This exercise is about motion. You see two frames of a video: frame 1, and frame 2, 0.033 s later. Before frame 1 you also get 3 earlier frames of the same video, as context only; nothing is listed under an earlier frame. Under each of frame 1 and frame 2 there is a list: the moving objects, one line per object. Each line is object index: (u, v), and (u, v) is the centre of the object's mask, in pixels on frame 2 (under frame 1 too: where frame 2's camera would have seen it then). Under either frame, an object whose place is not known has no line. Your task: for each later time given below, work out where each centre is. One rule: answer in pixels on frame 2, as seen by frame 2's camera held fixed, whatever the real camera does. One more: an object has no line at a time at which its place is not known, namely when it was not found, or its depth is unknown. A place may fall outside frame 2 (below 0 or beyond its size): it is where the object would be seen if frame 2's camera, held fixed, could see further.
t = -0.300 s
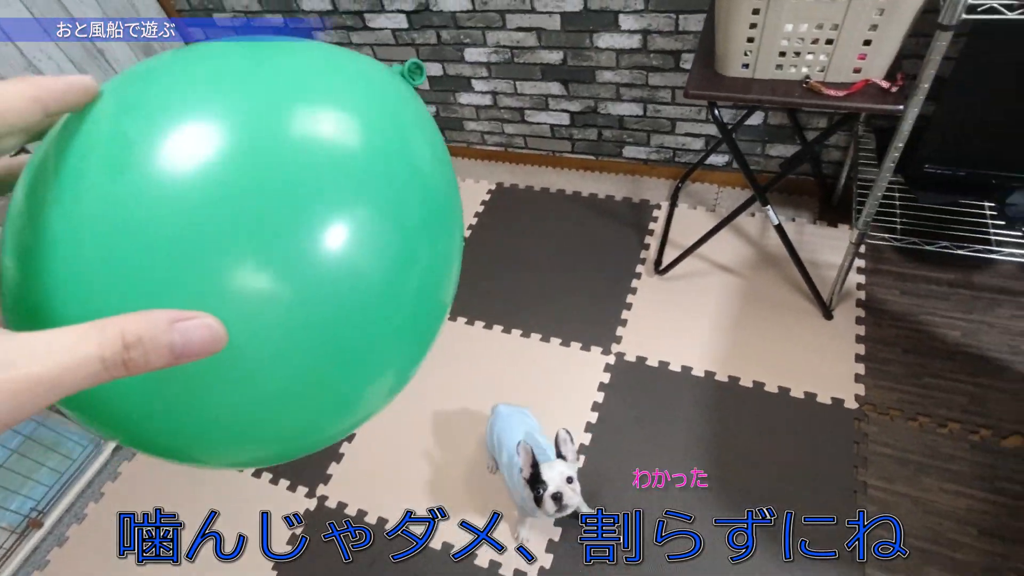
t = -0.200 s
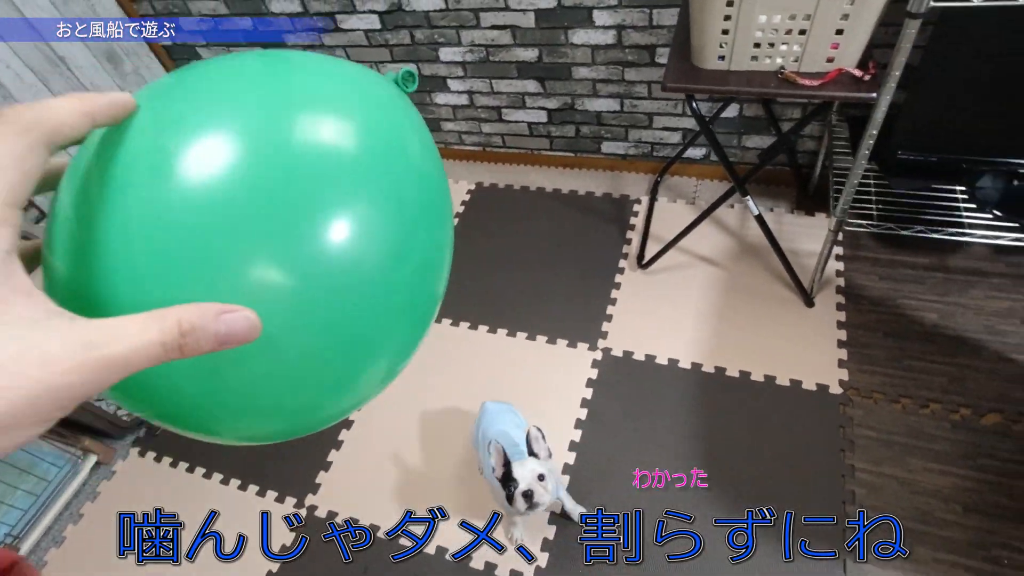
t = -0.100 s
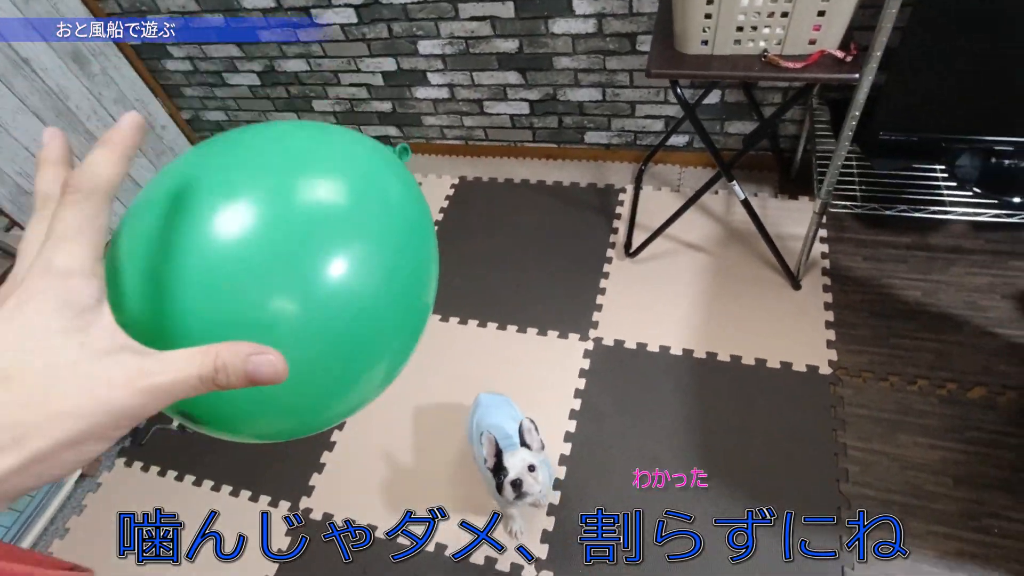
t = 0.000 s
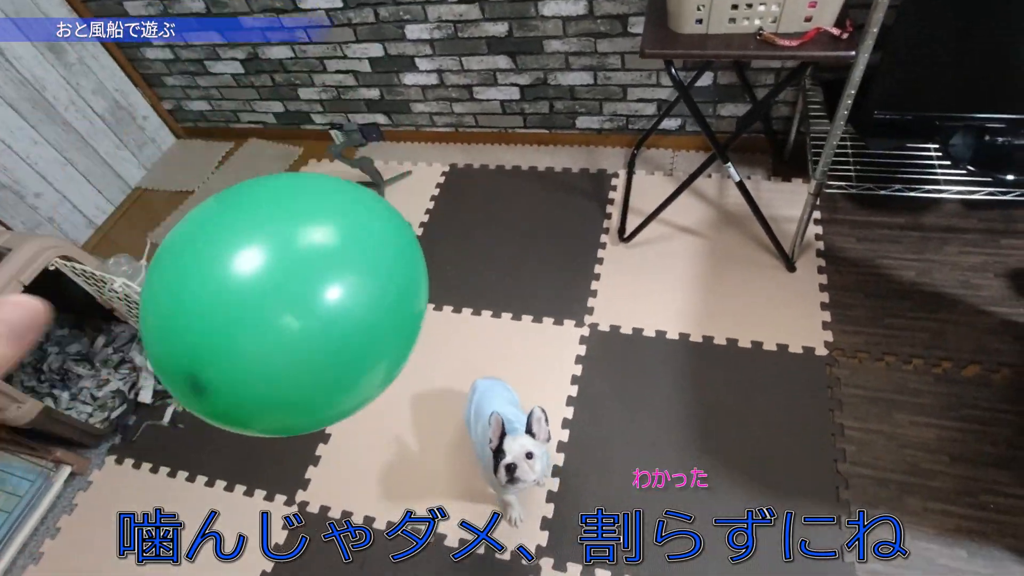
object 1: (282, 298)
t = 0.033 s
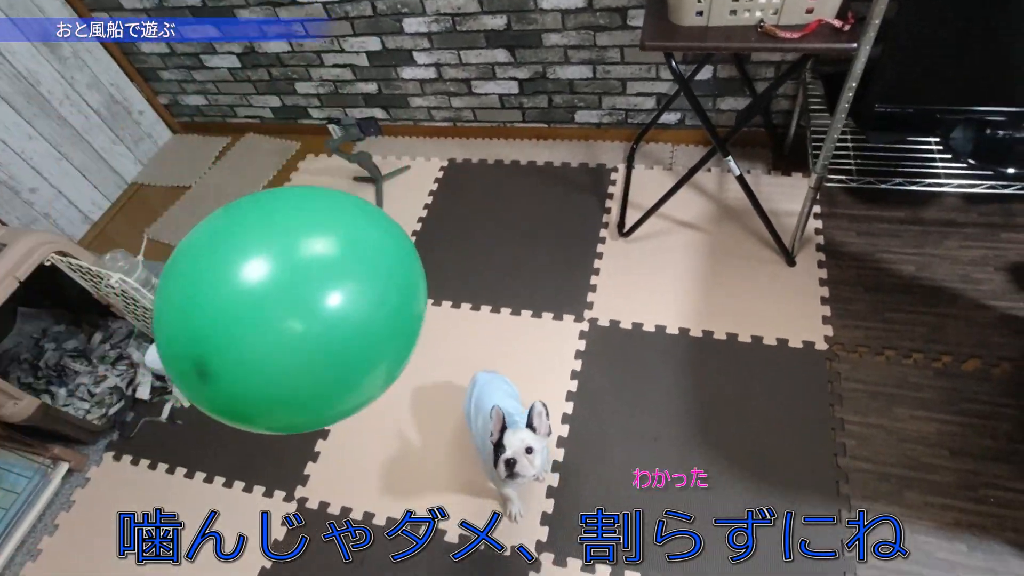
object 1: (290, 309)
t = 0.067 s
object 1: (297, 320)
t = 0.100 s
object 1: (306, 330)
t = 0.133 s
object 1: (315, 341)
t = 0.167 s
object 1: (325, 351)
